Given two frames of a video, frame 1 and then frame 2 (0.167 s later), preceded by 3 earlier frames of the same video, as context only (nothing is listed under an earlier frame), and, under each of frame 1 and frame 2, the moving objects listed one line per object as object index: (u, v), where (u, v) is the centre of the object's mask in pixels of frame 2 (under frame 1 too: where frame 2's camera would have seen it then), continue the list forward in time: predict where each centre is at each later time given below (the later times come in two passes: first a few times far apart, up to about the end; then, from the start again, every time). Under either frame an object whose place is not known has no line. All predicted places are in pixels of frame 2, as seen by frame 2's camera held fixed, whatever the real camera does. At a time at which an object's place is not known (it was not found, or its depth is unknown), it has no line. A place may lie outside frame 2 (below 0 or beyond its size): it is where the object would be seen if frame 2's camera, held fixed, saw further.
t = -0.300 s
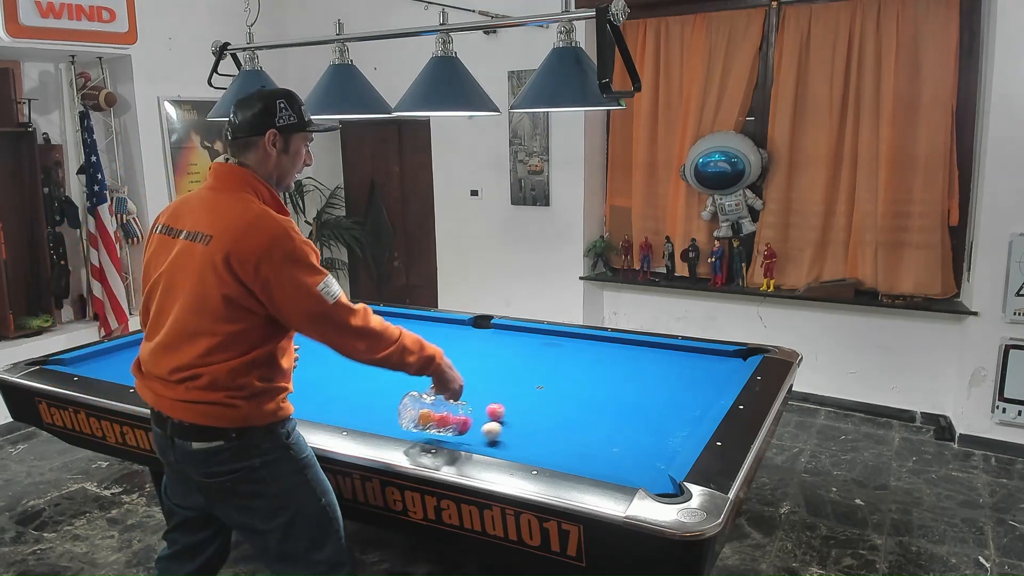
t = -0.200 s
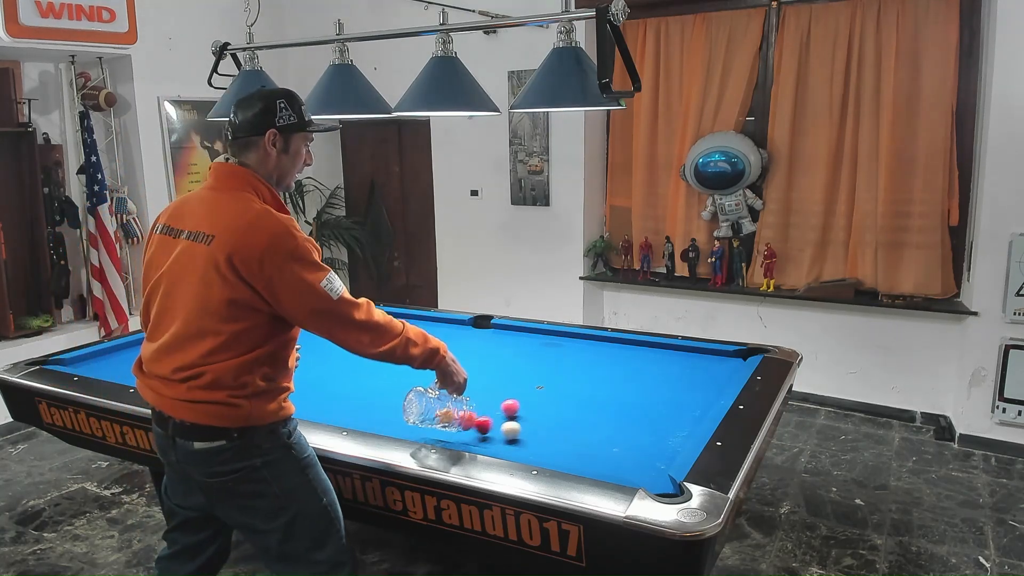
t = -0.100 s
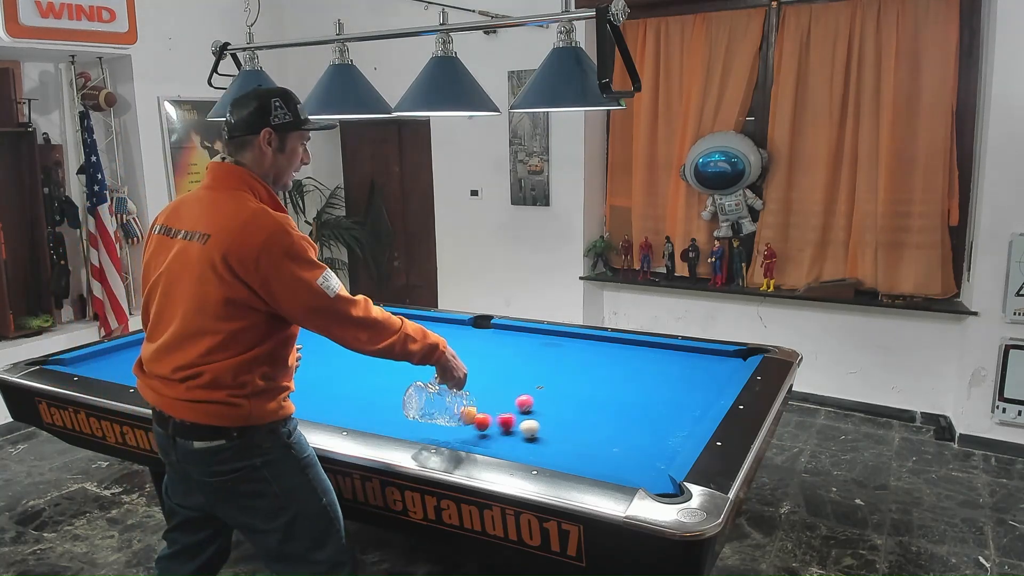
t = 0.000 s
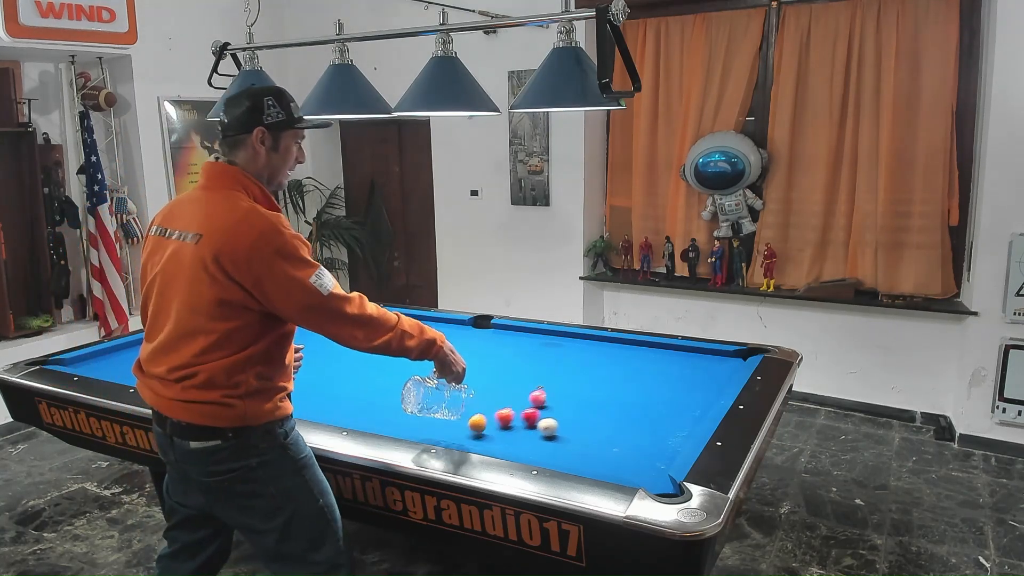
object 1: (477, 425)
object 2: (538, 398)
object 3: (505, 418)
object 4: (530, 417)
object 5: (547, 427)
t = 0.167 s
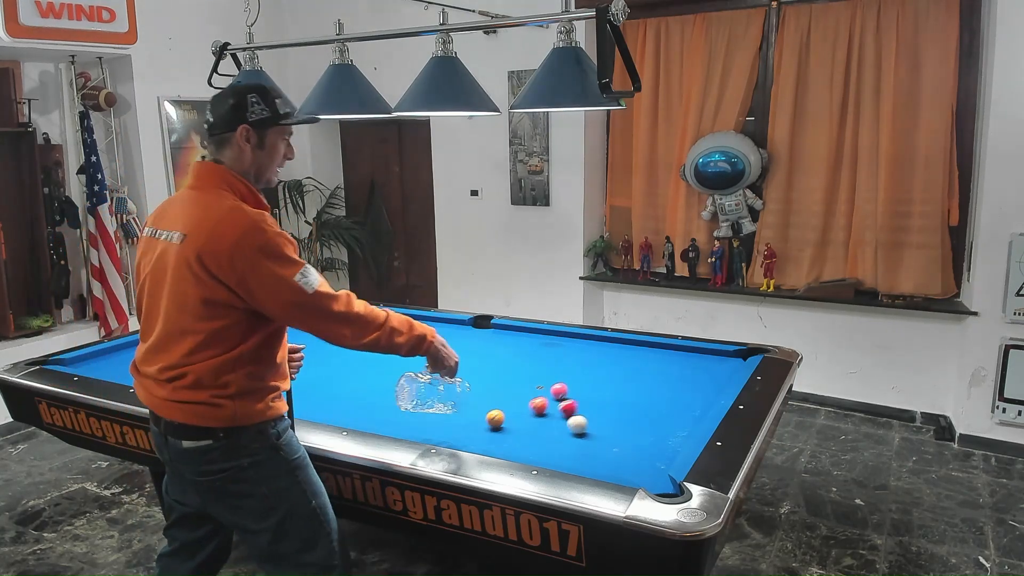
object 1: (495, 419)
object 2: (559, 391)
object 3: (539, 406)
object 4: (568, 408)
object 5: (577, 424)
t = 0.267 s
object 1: (505, 416)
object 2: (571, 387)
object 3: (558, 400)
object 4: (589, 403)
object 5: (595, 423)
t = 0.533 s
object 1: (530, 407)
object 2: (598, 374)
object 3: (604, 383)
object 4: (643, 392)
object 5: (638, 419)
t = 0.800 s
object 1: (553, 398)
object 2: (626, 368)
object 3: (645, 370)
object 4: (691, 381)
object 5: (680, 416)
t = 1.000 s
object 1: (568, 392)
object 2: (644, 362)
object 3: (671, 361)
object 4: (724, 374)
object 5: (697, 412)
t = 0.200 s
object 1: (499, 418)
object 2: (563, 390)
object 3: (545, 404)
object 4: (575, 407)
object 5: (583, 423)
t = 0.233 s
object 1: (502, 417)
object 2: (567, 388)
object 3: (551, 402)
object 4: (582, 405)
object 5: (589, 423)
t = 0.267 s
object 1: (505, 416)
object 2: (571, 387)
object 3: (558, 400)
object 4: (589, 403)
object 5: (595, 423)
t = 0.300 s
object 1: (509, 415)
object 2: (575, 386)
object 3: (564, 398)
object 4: (596, 402)
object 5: (600, 422)
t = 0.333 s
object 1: (512, 413)
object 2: (579, 384)
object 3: (570, 395)
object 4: (603, 400)
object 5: (605, 422)
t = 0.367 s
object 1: (515, 412)
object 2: (582, 381)
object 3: (575, 393)
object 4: (610, 399)
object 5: (611, 420)
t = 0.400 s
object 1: (518, 411)
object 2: (586, 379)
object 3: (582, 391)
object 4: (617, 397)
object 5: (617, 420)
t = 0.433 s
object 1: (522, 410)
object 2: (589, 377)
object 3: (588, 389)
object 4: (624, 396)
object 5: (623, 421)
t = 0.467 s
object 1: (524, 409)
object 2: (592, 376)
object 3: (593, 387)
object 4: (630, 395)
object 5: (628, 420)
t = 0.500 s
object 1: (527, 408)
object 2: (595, 374)
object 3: (599, 385)
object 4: (636, 393)
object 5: (633, 420)
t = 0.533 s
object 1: (530, 407)
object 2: (598, 374)
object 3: (604, 383)
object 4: (643, 392)
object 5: (638, 419)
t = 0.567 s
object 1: (533, 405)
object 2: (601, 373)
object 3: (610, 382)
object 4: (649, 391)
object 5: (644, 418)
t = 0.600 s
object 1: (536, 404)
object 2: (605, 373)
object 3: (615, 380)
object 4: (655, 389)
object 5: (649, 418)
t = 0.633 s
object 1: (539, 403)
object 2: (608, 372)
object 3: (620, 378)
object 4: (661, 388)
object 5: (654, 418)
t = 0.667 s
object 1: (542, 402)
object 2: (612, 372)
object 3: (625, 377)
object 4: (667, 386)
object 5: (659, 417)
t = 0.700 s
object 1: (545, 401)
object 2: (615, 371)
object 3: (630, 375)
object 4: (673, 385)
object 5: (665, 417)
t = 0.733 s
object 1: (547, 400)
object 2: (619, 370)
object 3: (635, 373)
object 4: (680, 384)
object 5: (670, 416)
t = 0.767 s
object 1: (550, 399)
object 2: (623, 369)
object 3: (640, 372)
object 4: (685, 383)
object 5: (675, 416)
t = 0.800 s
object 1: (553, 398)
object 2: (626, 368)
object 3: (645, 370)
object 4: (691, 381)
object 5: (680, 416)
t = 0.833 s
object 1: (555, 397)
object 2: (629, 367)
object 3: (649, 368)
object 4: (697, 380)
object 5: (684, 415)
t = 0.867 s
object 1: (558, 396)
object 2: (632, 366)
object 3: (654, 367)
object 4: (702, 379)
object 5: (689, 415)
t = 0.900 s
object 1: (560, 395)
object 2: (635, 365)
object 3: (658, 365)
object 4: (708, 378)
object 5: (694, 414)
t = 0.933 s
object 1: (563, 394)
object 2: (638, 364)
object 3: (663, 364)
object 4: (714, 377)
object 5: (698, 414)
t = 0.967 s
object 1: (566, 393)
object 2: (641, 363)
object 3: (667, 362)
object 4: (719, 375)
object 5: (699, 413)
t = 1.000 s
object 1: (568, 392)
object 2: (644, 362)
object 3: (671, 361)
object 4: (724, 374)
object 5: (697, 412)
